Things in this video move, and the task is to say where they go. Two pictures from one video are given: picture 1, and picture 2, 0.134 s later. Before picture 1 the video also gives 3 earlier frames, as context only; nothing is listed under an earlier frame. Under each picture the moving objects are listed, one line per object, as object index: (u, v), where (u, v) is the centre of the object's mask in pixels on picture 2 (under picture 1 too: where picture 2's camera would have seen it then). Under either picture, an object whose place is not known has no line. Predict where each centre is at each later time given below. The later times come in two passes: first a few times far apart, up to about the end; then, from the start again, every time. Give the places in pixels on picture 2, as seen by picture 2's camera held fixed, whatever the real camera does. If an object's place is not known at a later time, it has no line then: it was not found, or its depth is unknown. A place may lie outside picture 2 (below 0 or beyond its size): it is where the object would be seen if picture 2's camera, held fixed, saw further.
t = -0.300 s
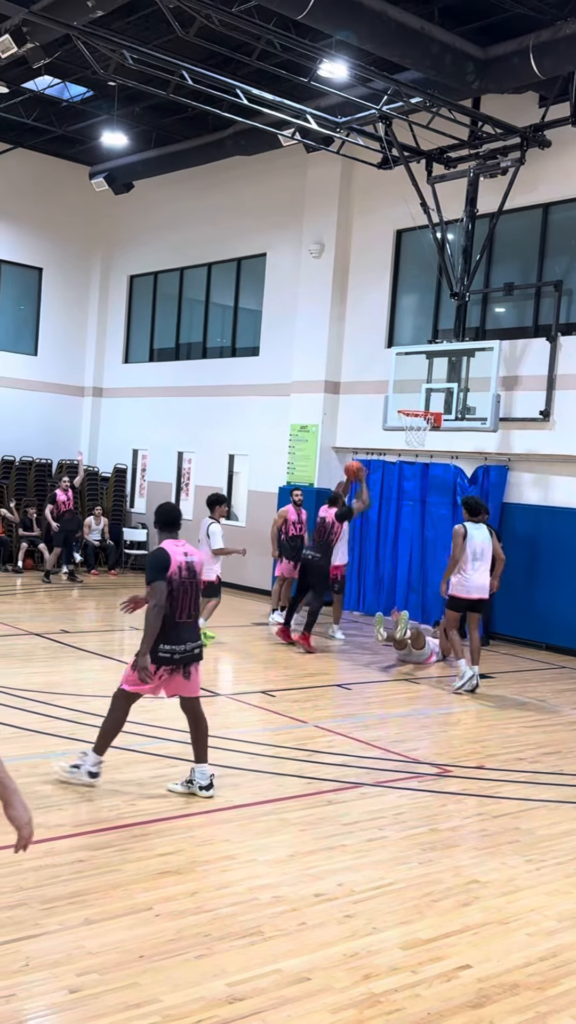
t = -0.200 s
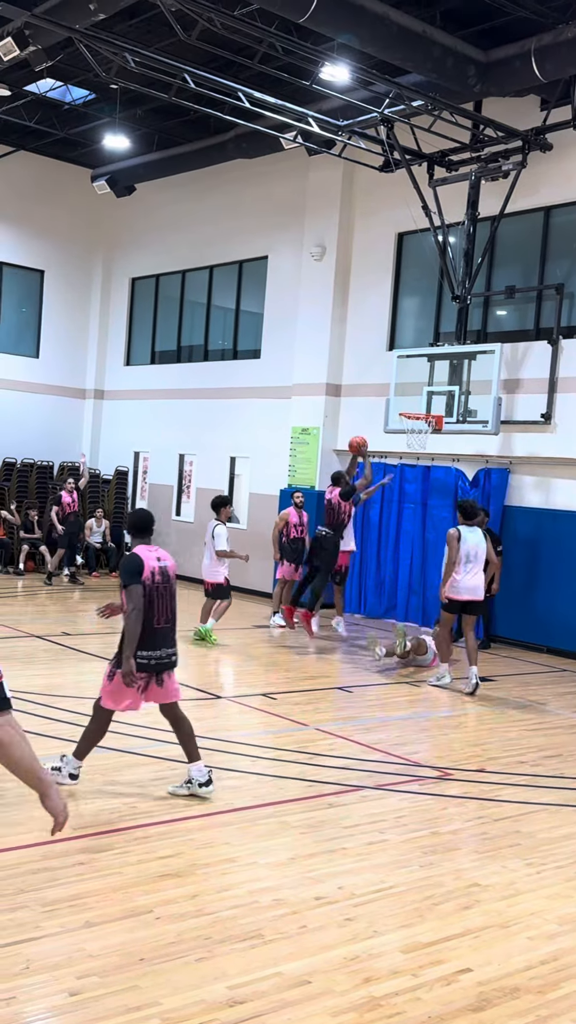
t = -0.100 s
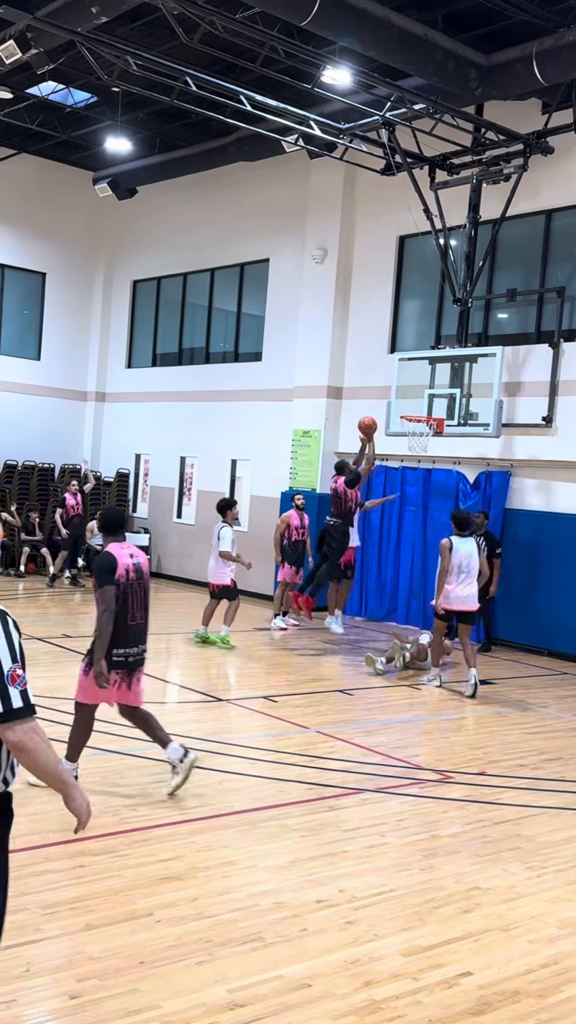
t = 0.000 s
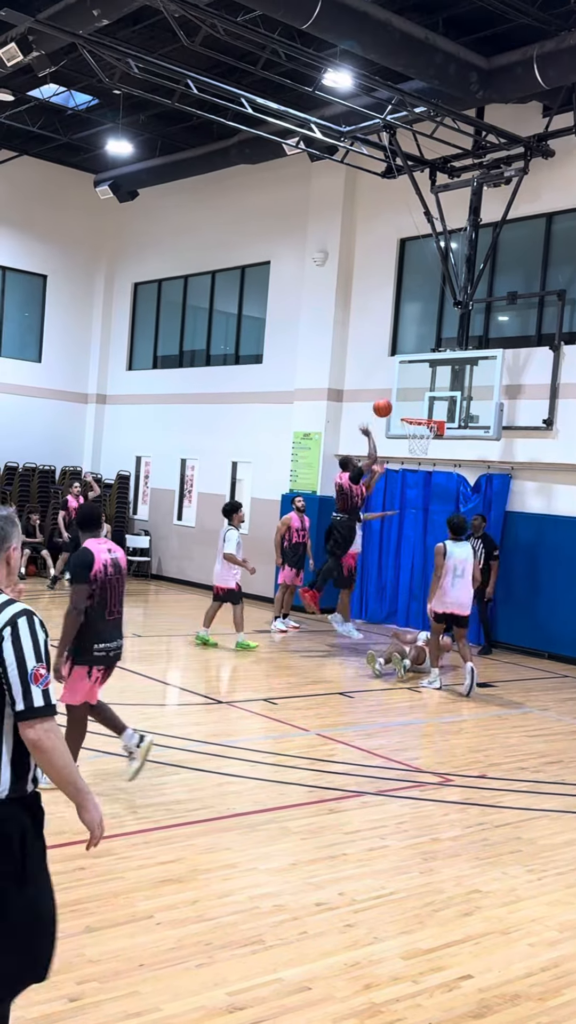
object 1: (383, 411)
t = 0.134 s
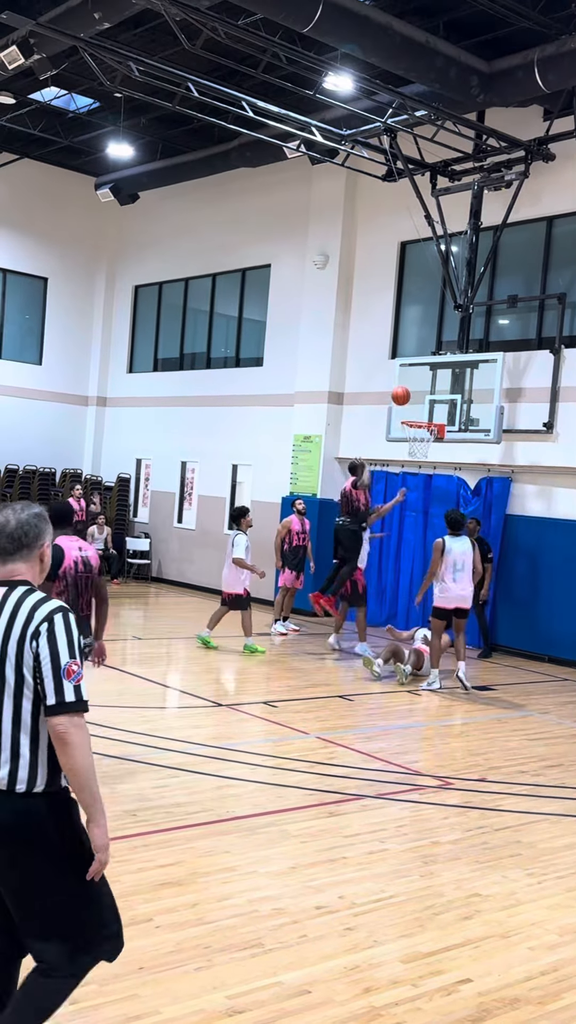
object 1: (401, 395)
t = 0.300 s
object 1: (421, 396)
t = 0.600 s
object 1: (442, 401)
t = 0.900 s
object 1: (429, 411)
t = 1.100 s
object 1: (417, 454)
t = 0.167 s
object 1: (405, 394)
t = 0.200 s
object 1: (409, 393)
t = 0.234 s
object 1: (413, 394)
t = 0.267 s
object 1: (417, 395)
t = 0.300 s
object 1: (421, 396)
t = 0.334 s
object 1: (425, 399)
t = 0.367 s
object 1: (429, 403)
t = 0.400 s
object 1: (432, 407)
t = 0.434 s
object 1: (435, 413)
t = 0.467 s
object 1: (437, 414)
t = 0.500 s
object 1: (439, 410)
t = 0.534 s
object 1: (441, 406)
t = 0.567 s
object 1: (442, 403)
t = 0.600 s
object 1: (442, 401)
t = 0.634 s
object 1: (441, 398)
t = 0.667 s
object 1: (440, 397)
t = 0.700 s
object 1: (439, 396)
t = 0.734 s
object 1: (438, 396)
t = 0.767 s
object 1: (436, 398)
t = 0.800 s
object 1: (434, 400)
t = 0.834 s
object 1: (432, 403)
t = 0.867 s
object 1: (431, 406)
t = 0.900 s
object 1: (429, 411)
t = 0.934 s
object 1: (427, 415)
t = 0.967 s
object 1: (425, 422)
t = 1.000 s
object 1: (422, 430)
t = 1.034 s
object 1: (421, 437)
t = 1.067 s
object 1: (419, 446)
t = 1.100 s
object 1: (417, 454)
